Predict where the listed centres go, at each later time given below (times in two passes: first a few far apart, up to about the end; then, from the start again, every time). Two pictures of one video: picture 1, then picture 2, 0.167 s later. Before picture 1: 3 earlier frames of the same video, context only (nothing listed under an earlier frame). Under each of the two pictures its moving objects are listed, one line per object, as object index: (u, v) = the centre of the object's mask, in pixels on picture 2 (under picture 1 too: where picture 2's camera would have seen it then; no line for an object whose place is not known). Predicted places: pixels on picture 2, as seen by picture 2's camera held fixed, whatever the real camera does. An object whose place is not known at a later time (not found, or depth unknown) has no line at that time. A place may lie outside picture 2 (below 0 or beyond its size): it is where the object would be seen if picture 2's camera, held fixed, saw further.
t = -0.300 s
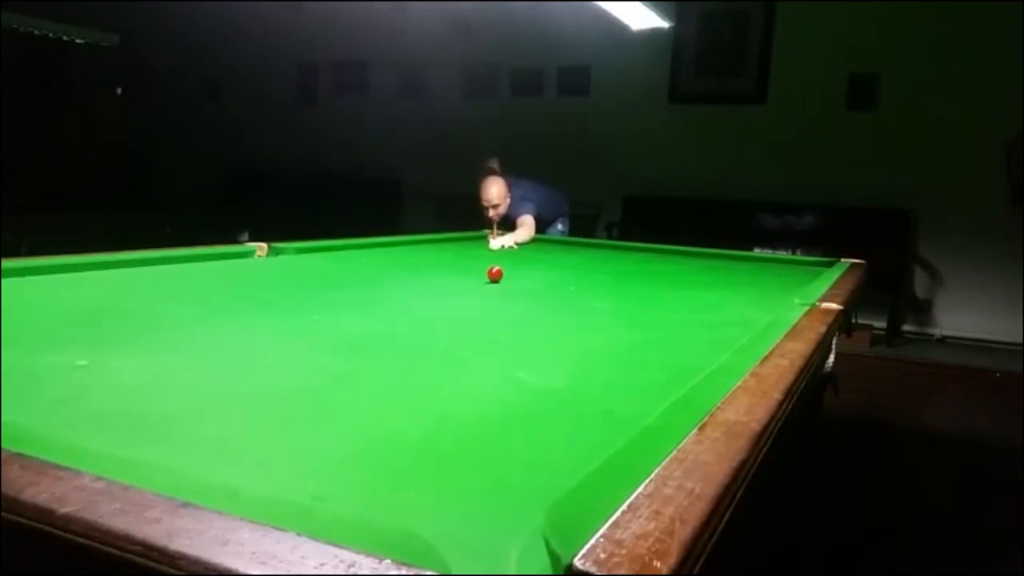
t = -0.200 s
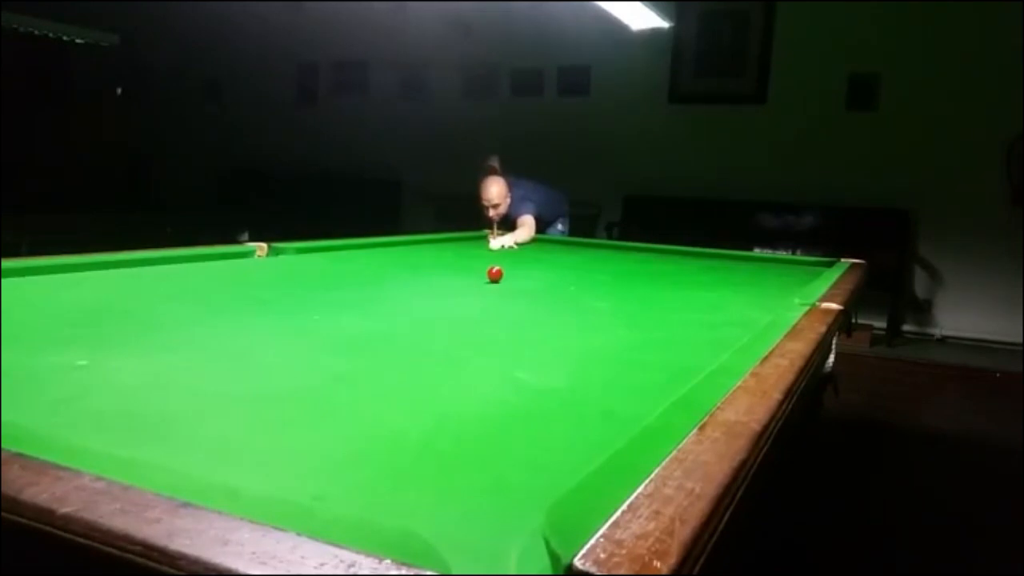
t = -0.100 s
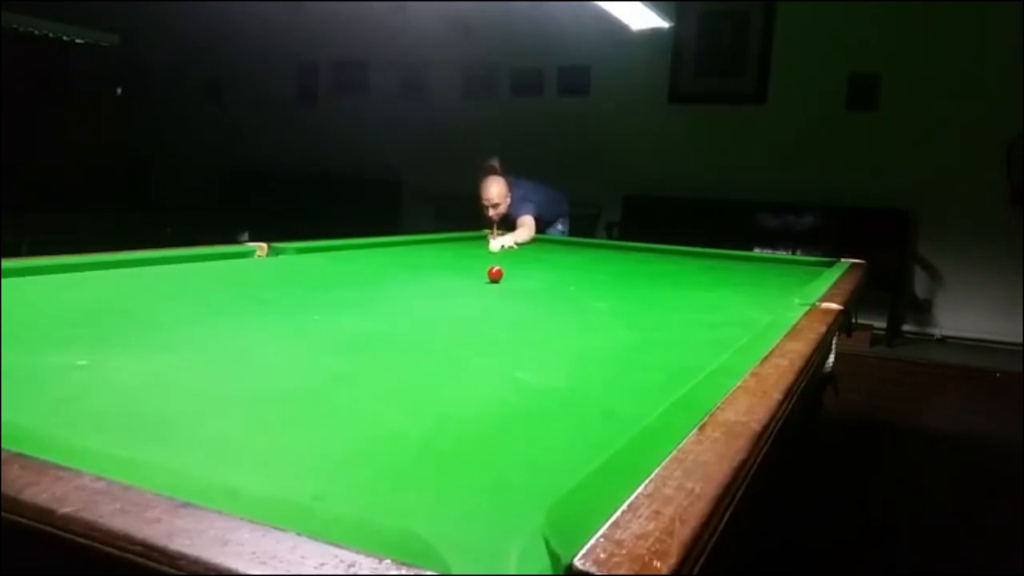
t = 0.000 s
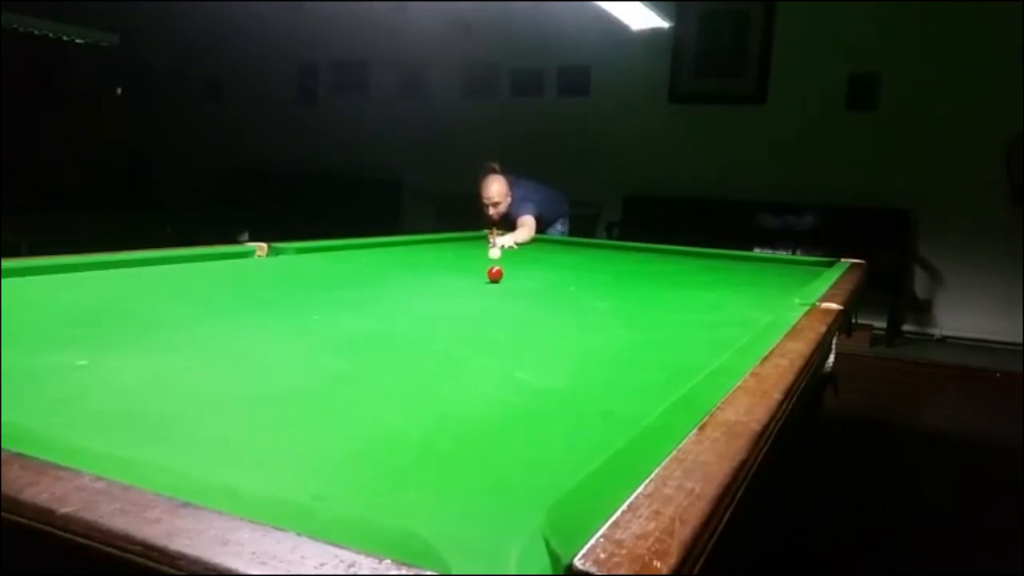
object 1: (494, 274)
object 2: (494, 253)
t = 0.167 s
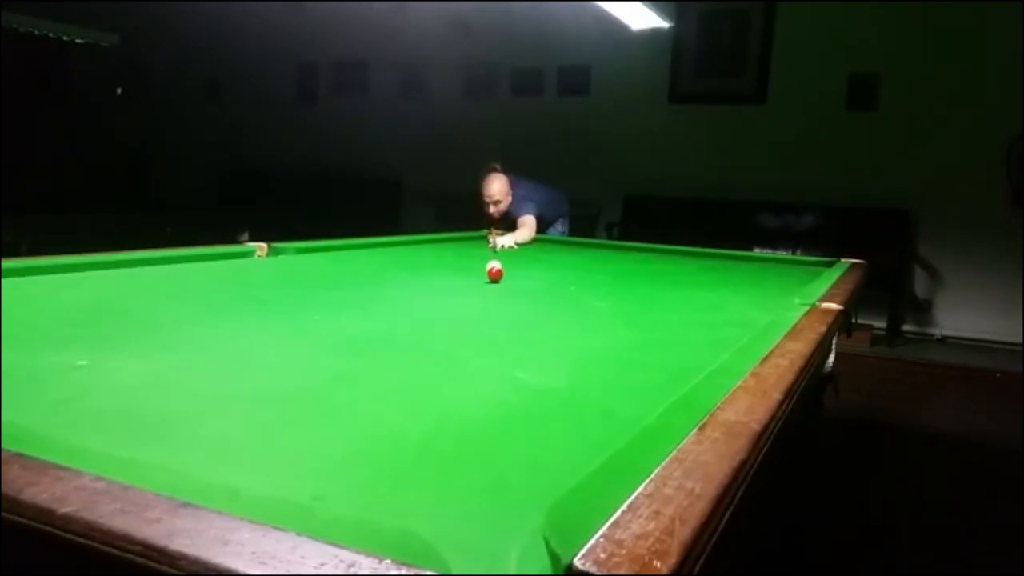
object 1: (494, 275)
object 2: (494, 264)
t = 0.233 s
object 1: (495, 277)
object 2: (492, 268)
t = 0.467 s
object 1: (501, 304)
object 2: (489, 272)
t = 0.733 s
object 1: (511, 346)
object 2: (485, 273)
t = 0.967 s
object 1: (527, 414)
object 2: (483, 273)
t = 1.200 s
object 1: (446, 515)
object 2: (481, 274)
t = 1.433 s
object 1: (465, 454)
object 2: (479, 274)
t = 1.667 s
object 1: (492, 406)
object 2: (478, 274)
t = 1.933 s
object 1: (512, 370)
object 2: (477, 274)
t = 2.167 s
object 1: (523, 348)
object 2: (477, 274)
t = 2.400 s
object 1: (531, 331)
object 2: (477, 274)
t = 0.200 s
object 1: (495, 274)
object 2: (493, 266)
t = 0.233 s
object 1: (495, 277)
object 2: (492, 268)
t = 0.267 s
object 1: (496, 281)
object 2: (491, 269)
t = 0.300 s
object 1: (497, 284)
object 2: (491, 271)
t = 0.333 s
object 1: (498, 288)
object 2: (491, 271)
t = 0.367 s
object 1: (499, 292)
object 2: (490, 272)
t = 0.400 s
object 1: (500, 296)
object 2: (490, 272)
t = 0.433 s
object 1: (501, 300)
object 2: (490, 272)
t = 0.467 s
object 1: (501, 304)
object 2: (489, 272)
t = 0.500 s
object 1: (503, 308)
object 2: (489, 272)
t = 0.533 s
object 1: (504, 313)
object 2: (488, 272)
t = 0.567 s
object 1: (505, 317)
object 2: (488, 272)
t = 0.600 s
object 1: (506, 322)
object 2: (487, 272)
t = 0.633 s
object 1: (507, 328)
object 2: (487, 272)
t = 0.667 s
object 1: (509, 333)
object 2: (486, 272)
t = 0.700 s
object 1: (510, 340)
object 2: (486, 273)
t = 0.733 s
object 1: (511, 346)
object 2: (485, 273)
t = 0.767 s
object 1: (513, 353)
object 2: (485, 273)
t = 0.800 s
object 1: (515, 361)
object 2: (484, 273)
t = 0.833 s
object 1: (517, 370)
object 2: (484, 273)
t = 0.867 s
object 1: (519, 380)
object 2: (484, 273)
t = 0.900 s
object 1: (521, 389)
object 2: (484, 273)
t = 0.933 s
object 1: (524, 400)
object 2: (483, 273)
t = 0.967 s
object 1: (527, 414)
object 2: (483, 273)
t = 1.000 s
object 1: (530, 427)
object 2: (483, 273)
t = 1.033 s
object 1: (534, 445)
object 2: (482, 274)
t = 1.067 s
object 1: (538, 463)
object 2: (482, 274)
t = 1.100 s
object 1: (541, 479)
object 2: (482, 274)
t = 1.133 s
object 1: (524, 493)
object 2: (481, 274)
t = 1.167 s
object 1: (485, 503)
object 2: (481, 274)
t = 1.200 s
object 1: (446, 515)
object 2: (481, 274)
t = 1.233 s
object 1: (422, 514)
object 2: (481, 274)
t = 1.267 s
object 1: (431, 507)
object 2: (480, 274)
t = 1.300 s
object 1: (441, 494)
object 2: (480, 274)
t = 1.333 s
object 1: (449, 482)
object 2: (480, 274)
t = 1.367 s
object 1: (455, 472)
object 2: (479, 274)
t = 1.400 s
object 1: (460, 463)
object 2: (479, 274)
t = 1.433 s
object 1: (465, 454)
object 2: (479, 274)
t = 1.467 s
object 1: (470, 446)
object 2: (479, 274)
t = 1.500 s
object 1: (475, 438)
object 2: (478, 274)
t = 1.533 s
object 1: (478, 431)
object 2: (478, 274)
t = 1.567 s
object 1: (482, 424)
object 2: (478, 274)
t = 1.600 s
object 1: (486, 418)
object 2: (478, 274)
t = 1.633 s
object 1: (489, 412)
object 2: (478, 274)
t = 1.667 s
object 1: (492, 406)
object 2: (478, 274)
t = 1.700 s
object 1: (495, 401)
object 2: (477, 274)
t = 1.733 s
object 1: (498, 396)
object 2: (477, 274)
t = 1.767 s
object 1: (501, 391)
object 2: (477, 274)
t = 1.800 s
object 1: (503, 386)
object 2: (477, 274)
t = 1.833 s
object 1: (505, 382)
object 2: (477, 274)
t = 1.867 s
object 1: (508, 378)
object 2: (477, 274)
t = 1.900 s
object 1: (510, 374)
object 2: (477, 274)
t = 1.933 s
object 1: (512, 370)
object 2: (477, 274)
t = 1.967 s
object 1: (514, 367)
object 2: (477, 274)
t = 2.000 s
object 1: (516, 363)
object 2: (477, 274)
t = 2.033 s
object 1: (517, 360)
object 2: (477, 274)
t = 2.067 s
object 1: (519, 357)
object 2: (477, 274)
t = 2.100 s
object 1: (520, 354)
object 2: (477, 274)
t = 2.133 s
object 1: (522, 351)
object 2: (477, 274)
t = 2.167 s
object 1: (523, 348)
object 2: (477, 274)
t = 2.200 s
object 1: (525, 346)
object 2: (477, 274)
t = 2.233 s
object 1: (526, 343)
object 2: (477, 274)
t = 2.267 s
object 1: (527, 340)
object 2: (477, 274)
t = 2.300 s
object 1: (528, 338)
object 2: (477, 274)
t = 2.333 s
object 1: (529, 335)
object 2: (477, 274)
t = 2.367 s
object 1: (531, 333)
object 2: (477, 274)
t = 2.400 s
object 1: (531, 331)
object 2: (477, 274)
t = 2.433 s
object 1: (532, 329)
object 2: (477, 274)
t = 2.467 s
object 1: (533, 327)
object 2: (477, 274)
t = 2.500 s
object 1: (534, 325)
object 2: (477, 274)
